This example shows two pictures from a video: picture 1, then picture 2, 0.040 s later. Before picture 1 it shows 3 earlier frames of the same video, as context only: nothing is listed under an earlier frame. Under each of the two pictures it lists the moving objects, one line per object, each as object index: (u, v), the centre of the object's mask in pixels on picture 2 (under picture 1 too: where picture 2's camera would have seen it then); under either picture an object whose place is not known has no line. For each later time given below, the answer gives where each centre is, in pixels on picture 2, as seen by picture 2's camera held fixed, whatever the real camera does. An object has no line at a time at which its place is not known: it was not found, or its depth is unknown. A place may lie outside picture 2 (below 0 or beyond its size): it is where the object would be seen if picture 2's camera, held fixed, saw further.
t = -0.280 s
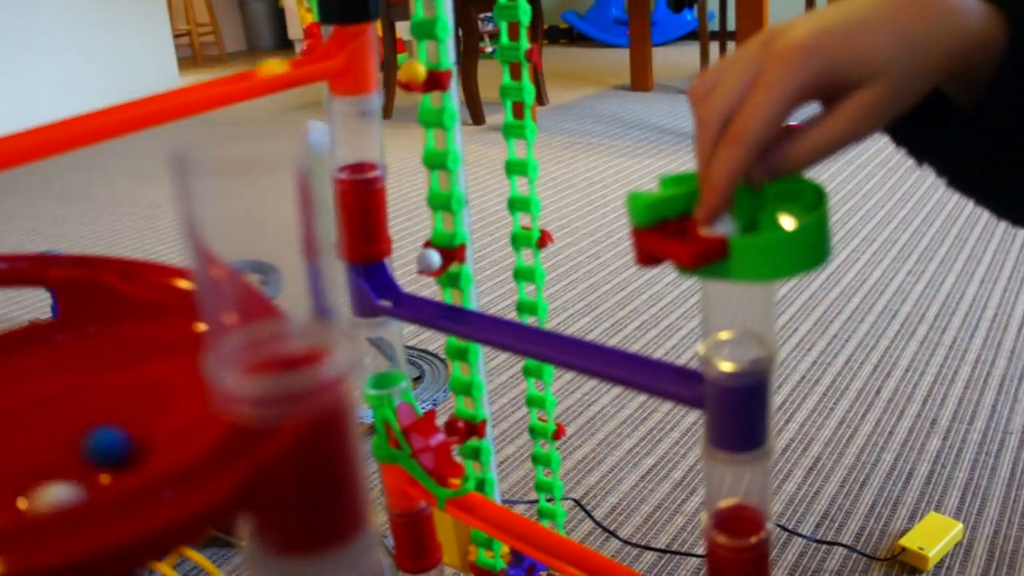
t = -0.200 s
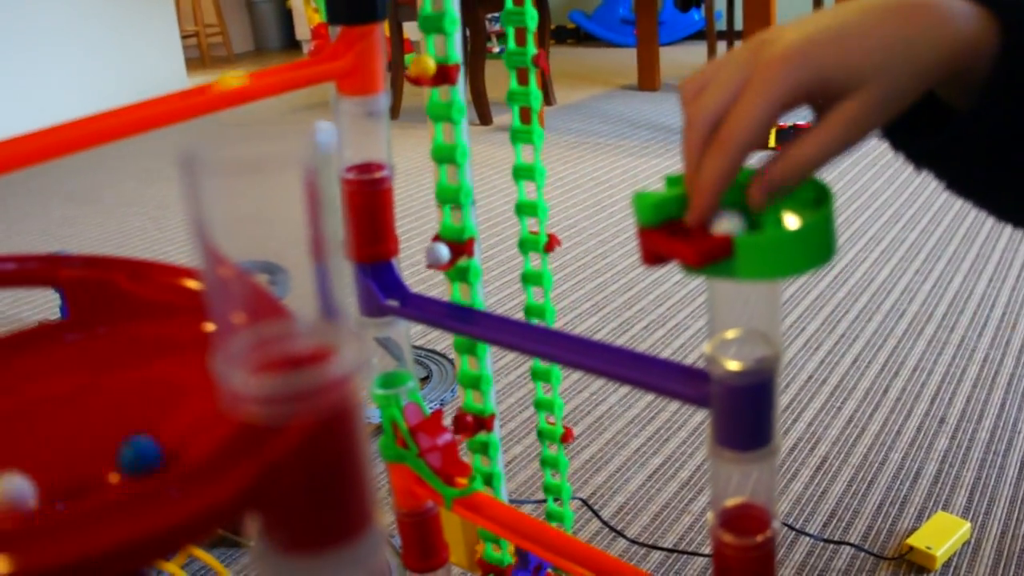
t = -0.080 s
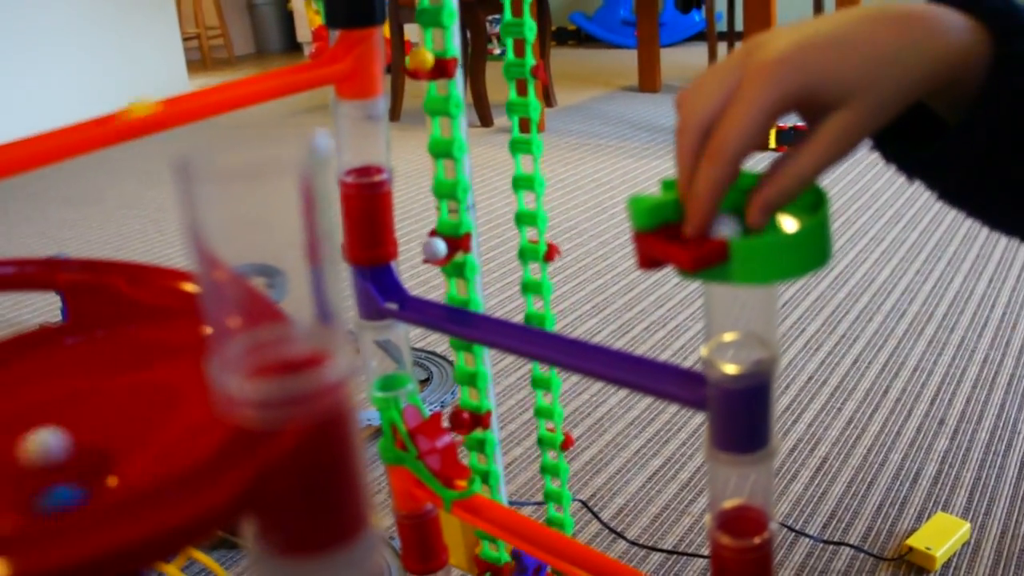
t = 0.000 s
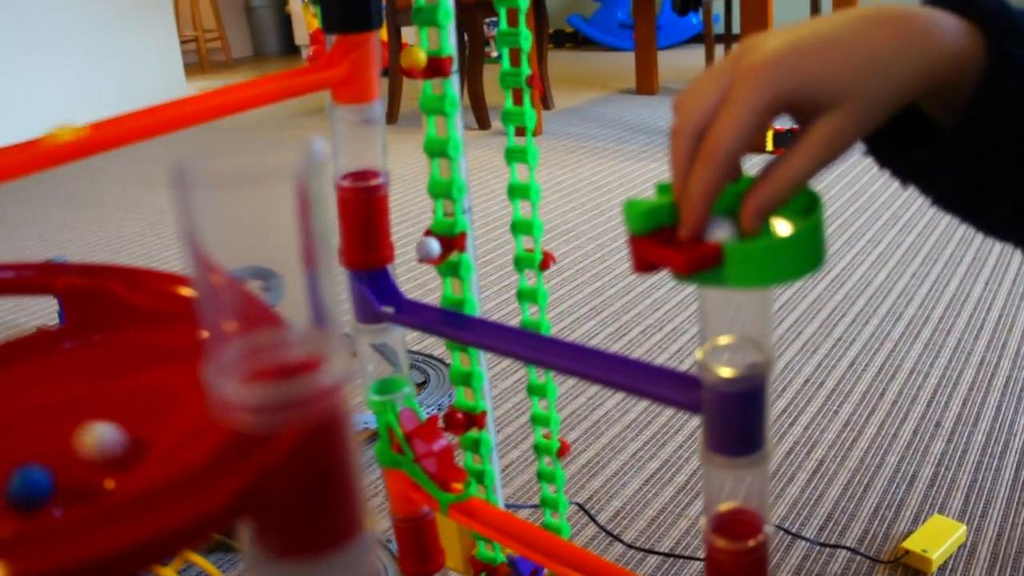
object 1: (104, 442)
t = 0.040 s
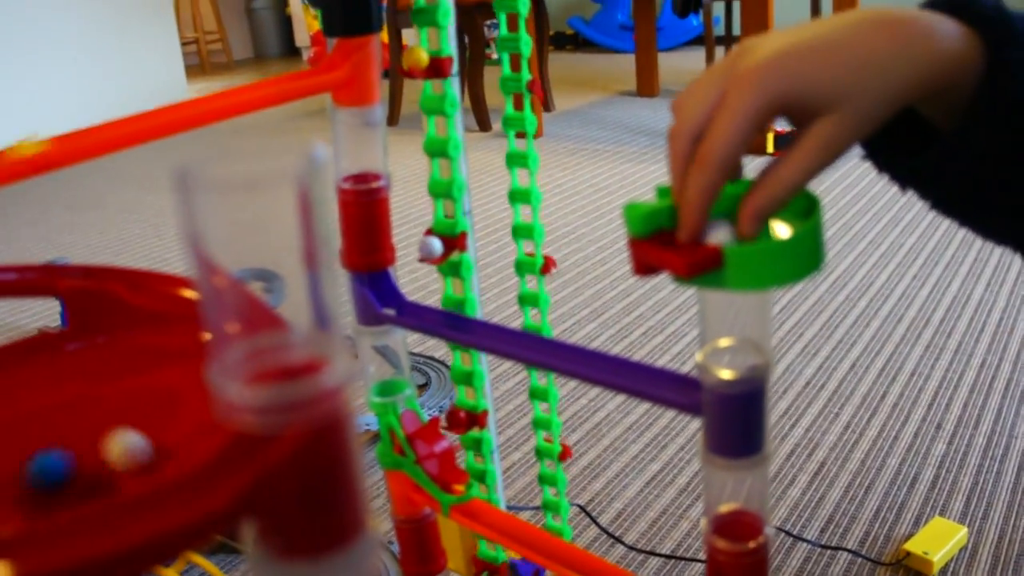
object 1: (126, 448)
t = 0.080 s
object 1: (135, 463)
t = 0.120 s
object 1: (125, 478)
